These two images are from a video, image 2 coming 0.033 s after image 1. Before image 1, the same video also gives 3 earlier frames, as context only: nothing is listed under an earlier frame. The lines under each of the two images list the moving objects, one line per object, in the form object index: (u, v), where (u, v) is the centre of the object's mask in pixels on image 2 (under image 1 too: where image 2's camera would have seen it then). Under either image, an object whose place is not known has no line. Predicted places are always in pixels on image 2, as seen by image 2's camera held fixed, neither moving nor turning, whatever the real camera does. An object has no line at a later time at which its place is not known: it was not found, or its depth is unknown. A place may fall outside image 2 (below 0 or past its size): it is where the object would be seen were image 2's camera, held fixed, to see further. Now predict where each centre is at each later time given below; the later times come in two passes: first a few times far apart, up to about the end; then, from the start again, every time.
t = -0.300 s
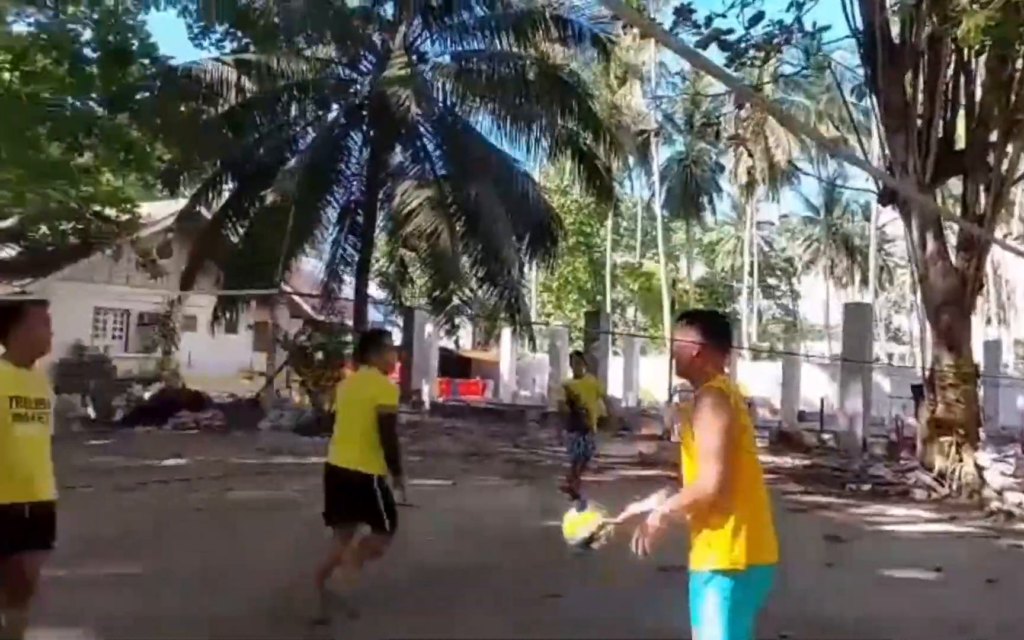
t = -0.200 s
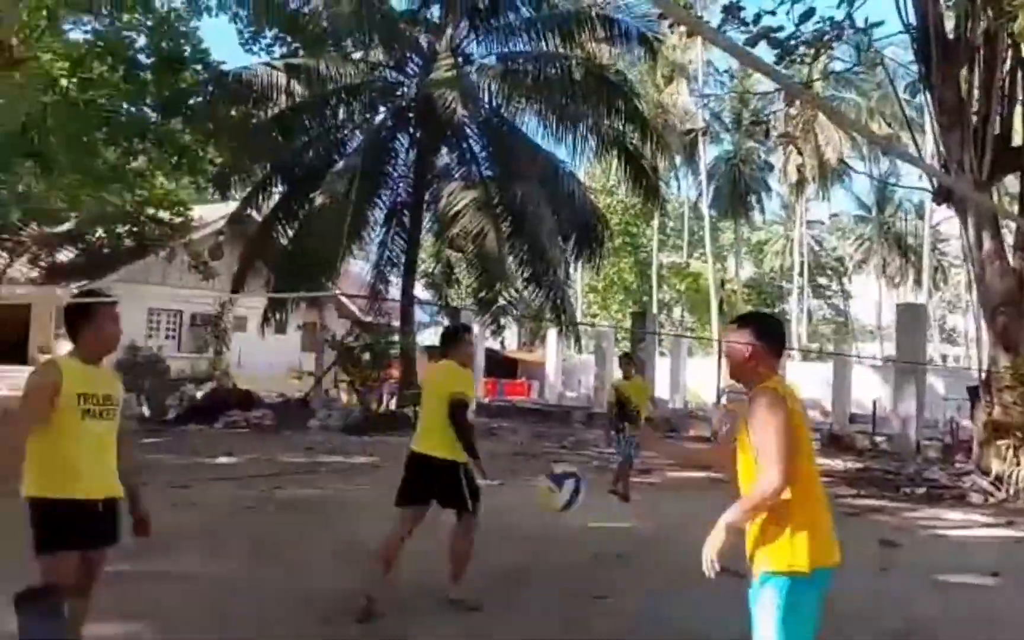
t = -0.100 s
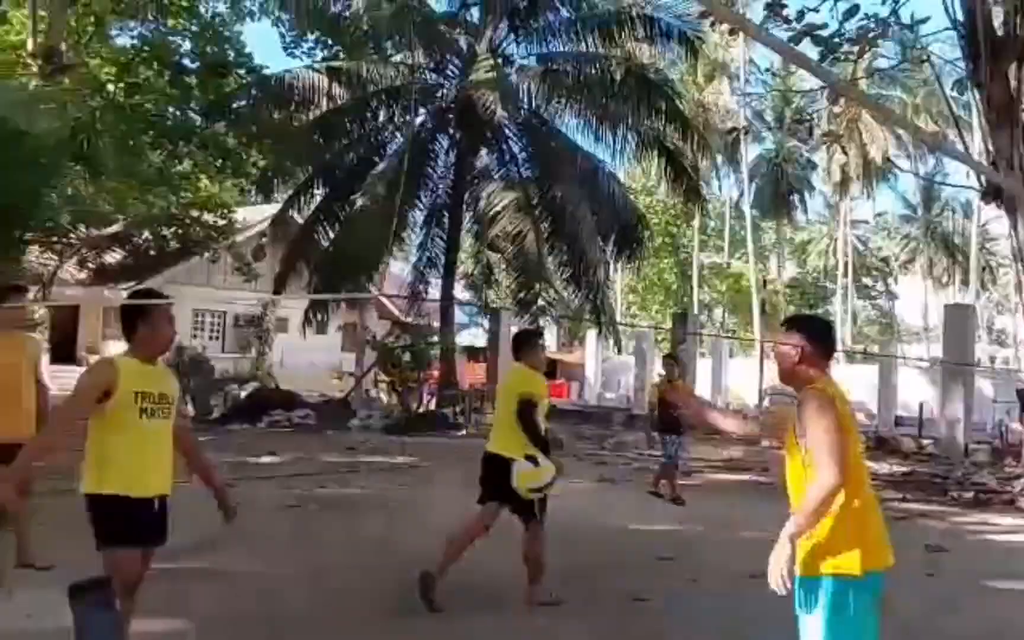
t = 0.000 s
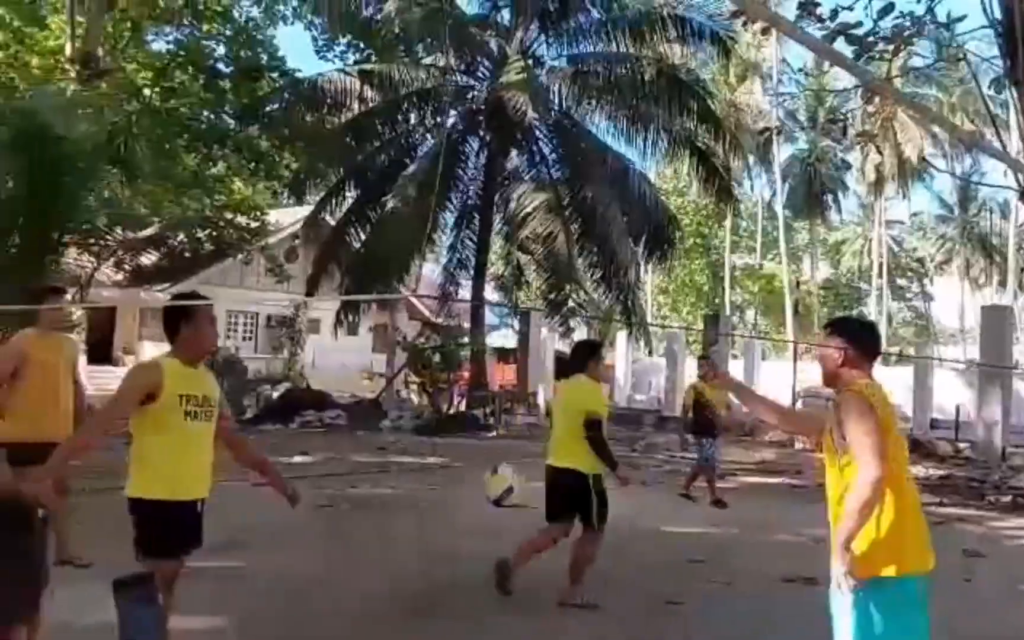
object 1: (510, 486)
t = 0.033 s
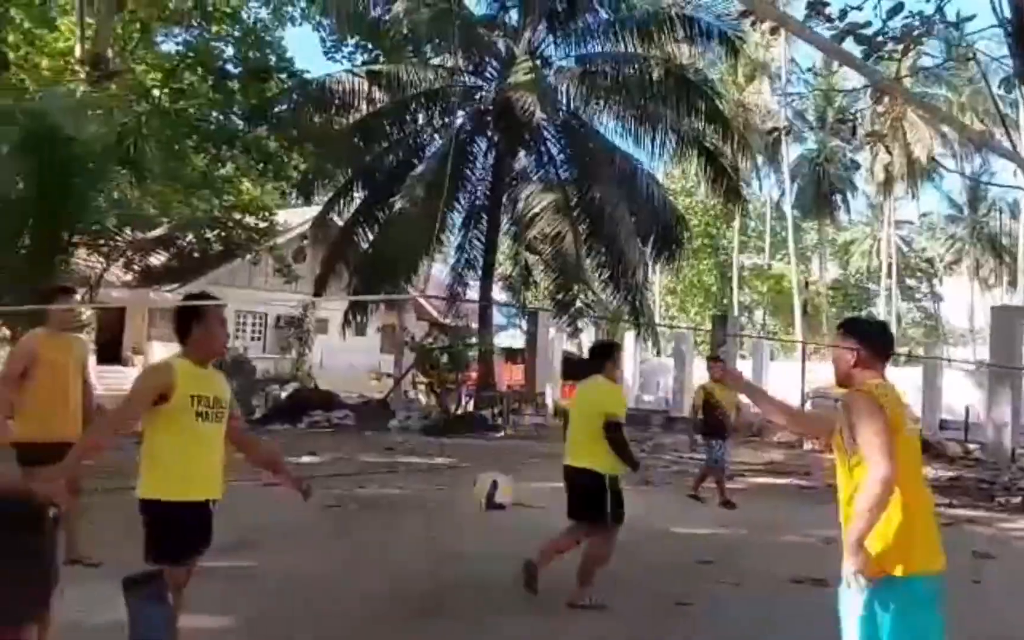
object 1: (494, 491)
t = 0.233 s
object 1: (389, 565)
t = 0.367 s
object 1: (343, 537)
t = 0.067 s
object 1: (475, 500)
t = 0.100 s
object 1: (455, 512)
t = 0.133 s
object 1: (440, 522)
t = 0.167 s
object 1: (423, 536)
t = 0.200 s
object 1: (406, 549)
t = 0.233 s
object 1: (389, 565)
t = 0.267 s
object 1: (374, 586)
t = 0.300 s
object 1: (363, 575)
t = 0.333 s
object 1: (353, 553)
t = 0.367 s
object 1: (343, 537)
